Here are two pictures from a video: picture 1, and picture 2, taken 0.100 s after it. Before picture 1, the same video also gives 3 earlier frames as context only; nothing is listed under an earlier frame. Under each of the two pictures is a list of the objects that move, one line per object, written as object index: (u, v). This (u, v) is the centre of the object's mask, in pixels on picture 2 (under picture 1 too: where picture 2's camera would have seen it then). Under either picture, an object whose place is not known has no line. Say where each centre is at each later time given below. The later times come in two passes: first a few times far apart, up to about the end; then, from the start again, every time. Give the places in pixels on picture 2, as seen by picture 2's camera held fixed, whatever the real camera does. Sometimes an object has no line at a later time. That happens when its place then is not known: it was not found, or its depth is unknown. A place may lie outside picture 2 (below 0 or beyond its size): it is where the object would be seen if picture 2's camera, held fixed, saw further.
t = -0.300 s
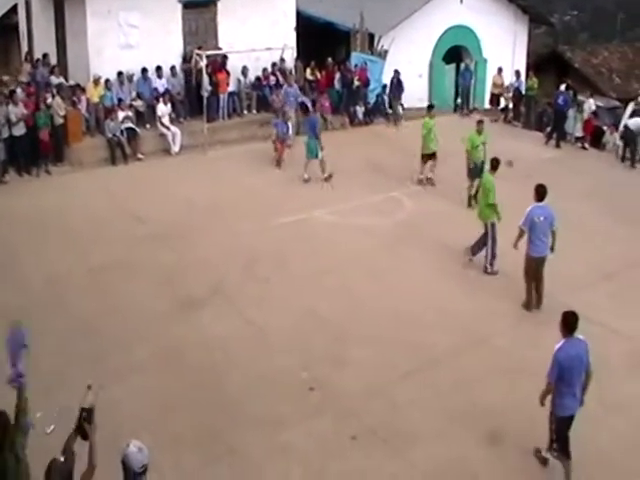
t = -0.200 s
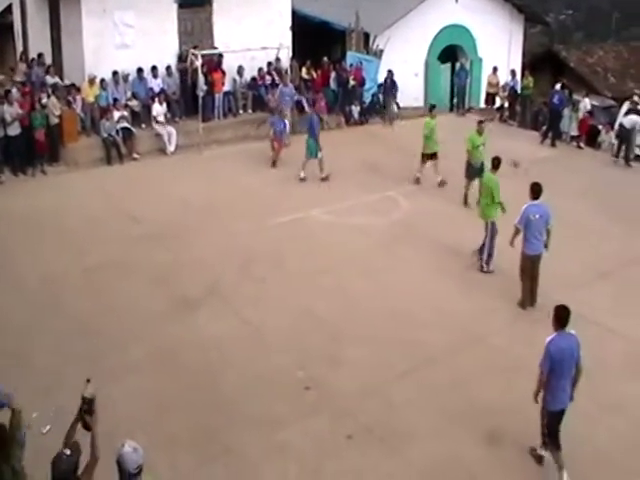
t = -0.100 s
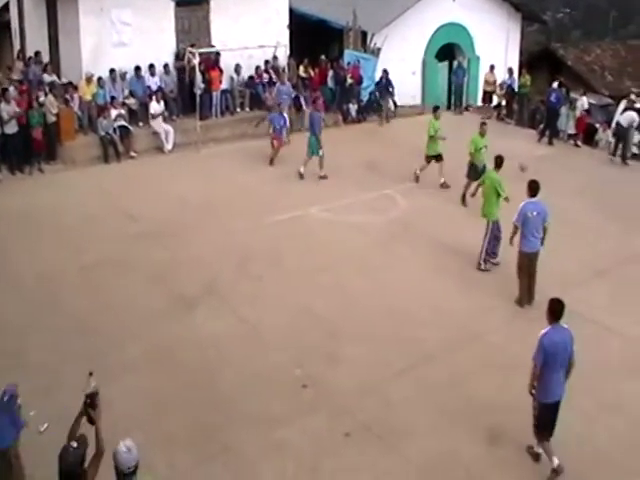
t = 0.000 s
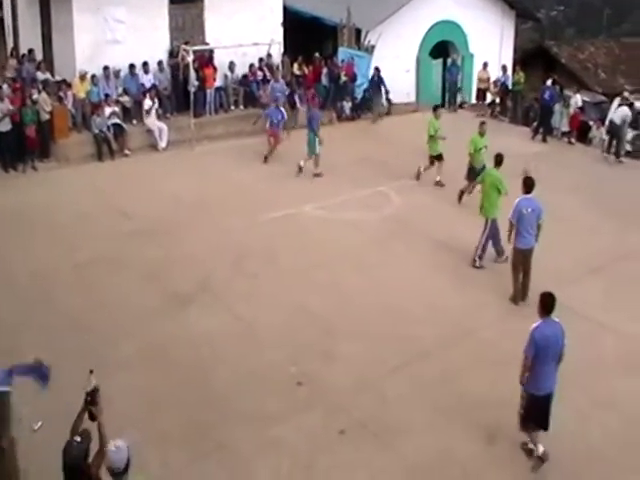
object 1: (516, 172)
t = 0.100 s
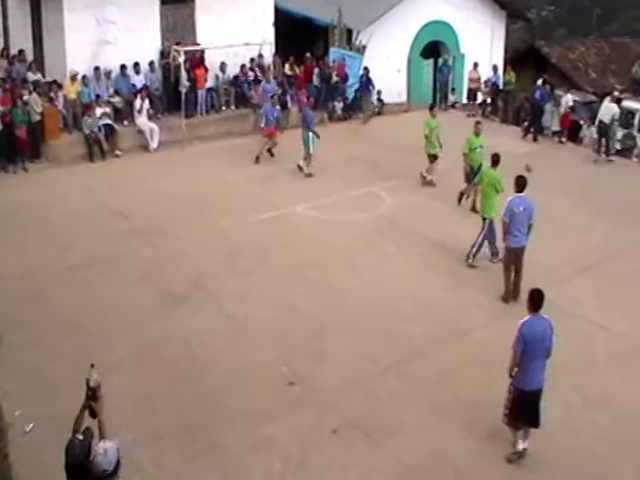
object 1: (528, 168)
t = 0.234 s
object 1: (540, 168)
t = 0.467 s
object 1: (562, 173)
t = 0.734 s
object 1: (588, 178)
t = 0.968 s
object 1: (607, 182)
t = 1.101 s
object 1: (620, 185)
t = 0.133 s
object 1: (531, 167)
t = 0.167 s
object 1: (534, 167)
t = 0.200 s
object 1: (537, 168)
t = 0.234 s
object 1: (540, 168)
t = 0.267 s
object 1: (543, 171)
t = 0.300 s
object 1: (545, 173)
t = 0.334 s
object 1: (548, 176)
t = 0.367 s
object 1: (551, 175)
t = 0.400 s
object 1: (555, 176)
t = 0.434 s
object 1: (558, 174)
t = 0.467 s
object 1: (562, 173)
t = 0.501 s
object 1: (565, 173)
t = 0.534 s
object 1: (568, 173)
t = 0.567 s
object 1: (571, 174)
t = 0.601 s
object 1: (575, 177)
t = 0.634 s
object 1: (577, 178)
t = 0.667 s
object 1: (579, 178)
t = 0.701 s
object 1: (584, 178)
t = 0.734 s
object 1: (588, 178)
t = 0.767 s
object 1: (590, 178)
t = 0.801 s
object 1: (592, 178)
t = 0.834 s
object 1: (595, 179)
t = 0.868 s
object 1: (598, 182)
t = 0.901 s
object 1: (600, 183)
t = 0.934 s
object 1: (604, 183)
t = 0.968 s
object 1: (607, 182)
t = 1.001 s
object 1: (610, 182)
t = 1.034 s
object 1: (613, 183)
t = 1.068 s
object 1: (616, 183)
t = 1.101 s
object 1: (620, 185)
